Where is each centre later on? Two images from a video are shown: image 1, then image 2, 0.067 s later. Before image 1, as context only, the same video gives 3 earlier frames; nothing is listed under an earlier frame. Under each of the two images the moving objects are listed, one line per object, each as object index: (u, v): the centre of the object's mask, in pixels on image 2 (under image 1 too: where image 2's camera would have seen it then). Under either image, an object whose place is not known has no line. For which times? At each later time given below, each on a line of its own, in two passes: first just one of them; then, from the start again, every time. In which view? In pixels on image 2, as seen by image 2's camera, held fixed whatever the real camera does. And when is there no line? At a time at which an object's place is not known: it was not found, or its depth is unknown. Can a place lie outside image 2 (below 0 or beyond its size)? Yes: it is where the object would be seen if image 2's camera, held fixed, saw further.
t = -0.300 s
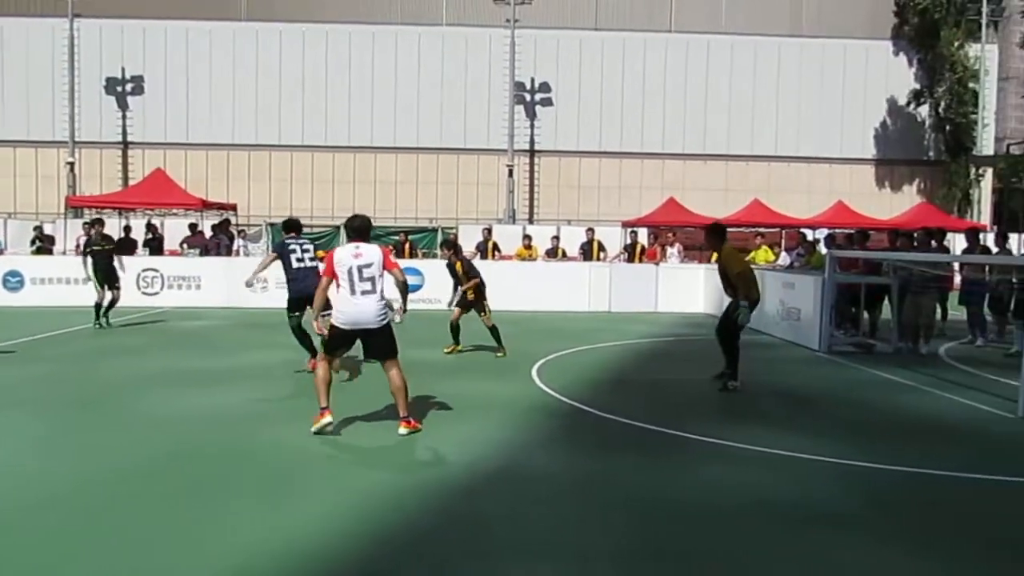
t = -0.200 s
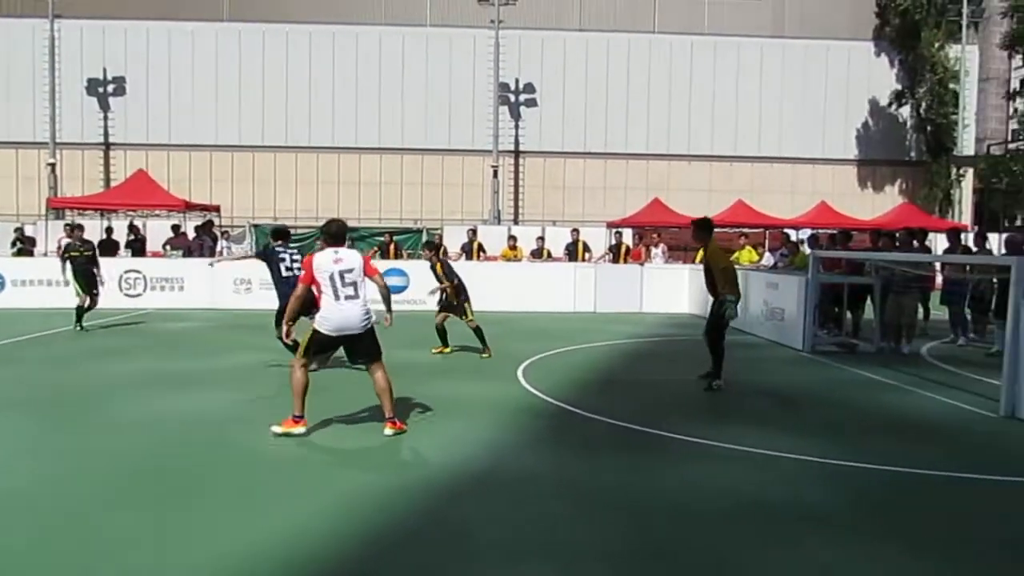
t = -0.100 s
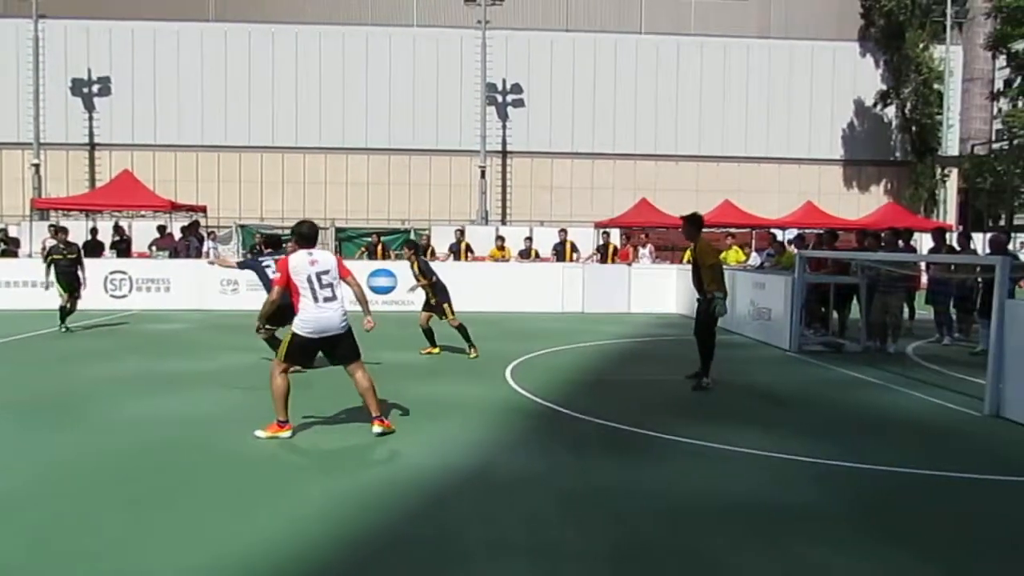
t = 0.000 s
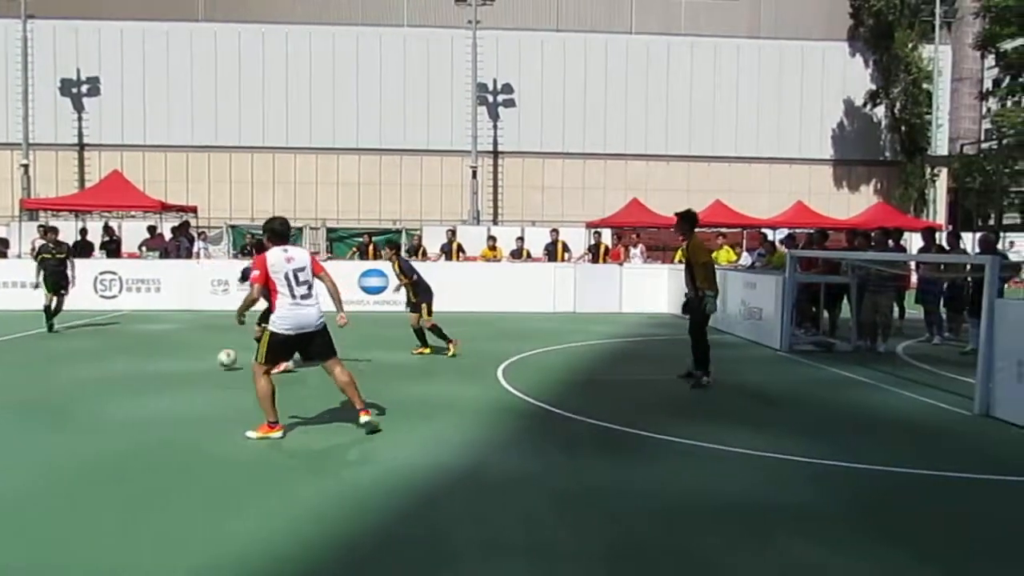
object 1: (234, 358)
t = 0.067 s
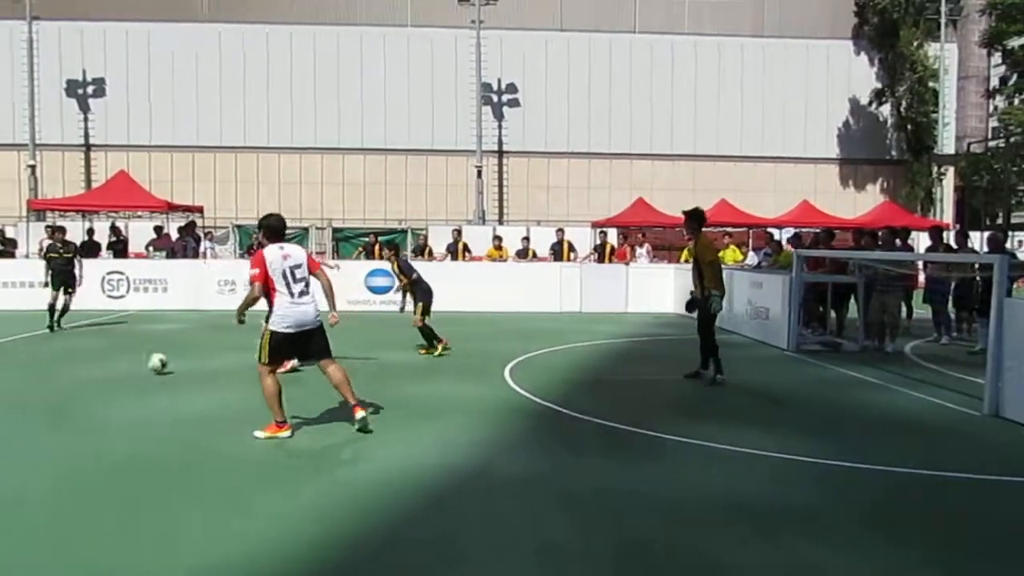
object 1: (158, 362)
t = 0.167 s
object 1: (43, 369)
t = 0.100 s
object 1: (118, 366)
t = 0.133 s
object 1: (80, 368)
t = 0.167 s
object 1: (43, 369)
